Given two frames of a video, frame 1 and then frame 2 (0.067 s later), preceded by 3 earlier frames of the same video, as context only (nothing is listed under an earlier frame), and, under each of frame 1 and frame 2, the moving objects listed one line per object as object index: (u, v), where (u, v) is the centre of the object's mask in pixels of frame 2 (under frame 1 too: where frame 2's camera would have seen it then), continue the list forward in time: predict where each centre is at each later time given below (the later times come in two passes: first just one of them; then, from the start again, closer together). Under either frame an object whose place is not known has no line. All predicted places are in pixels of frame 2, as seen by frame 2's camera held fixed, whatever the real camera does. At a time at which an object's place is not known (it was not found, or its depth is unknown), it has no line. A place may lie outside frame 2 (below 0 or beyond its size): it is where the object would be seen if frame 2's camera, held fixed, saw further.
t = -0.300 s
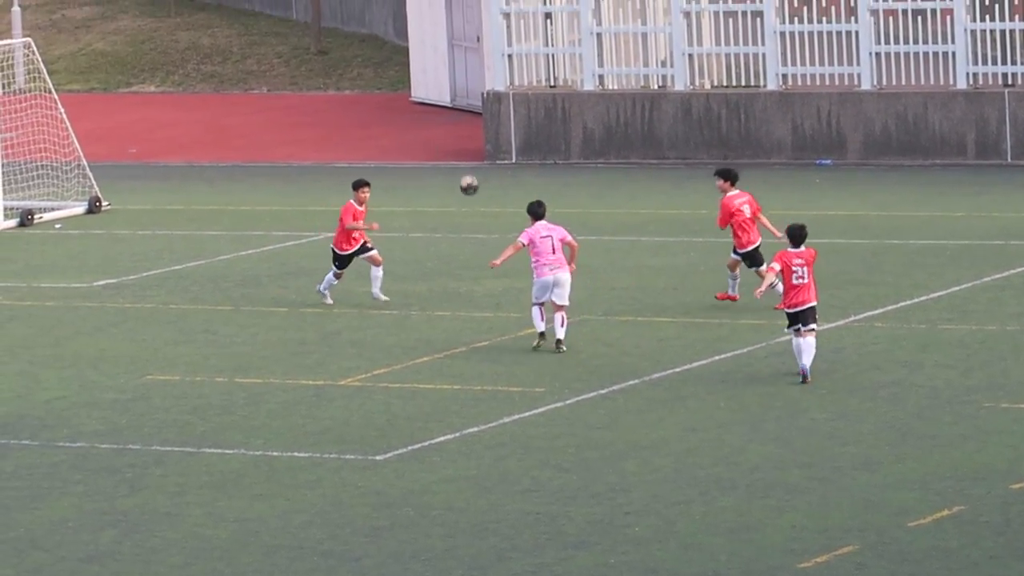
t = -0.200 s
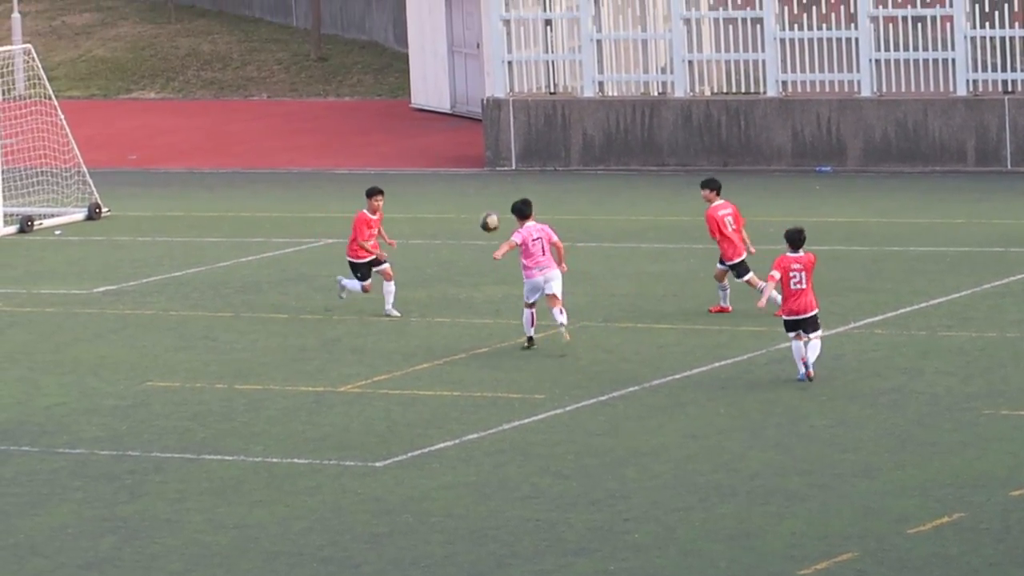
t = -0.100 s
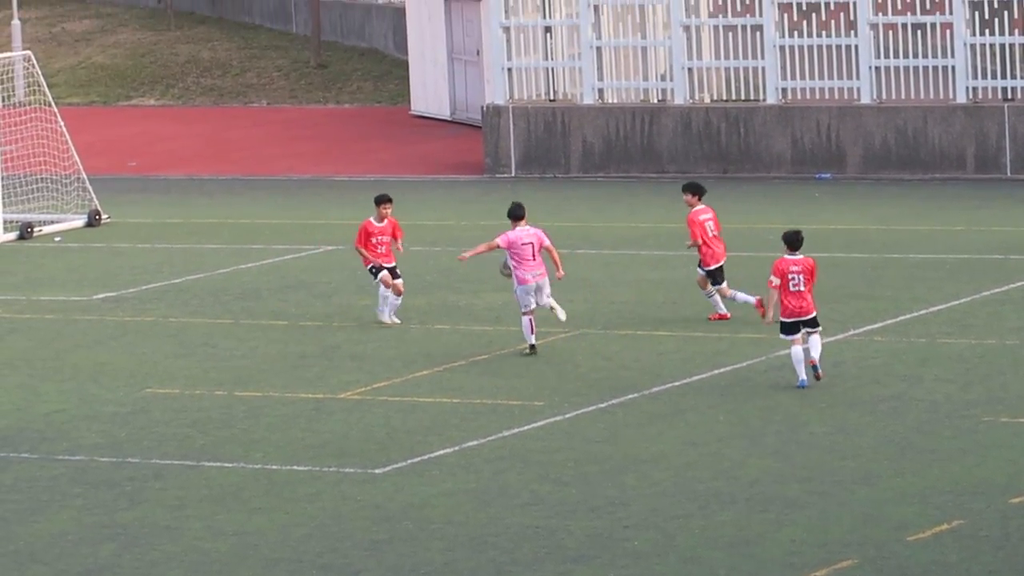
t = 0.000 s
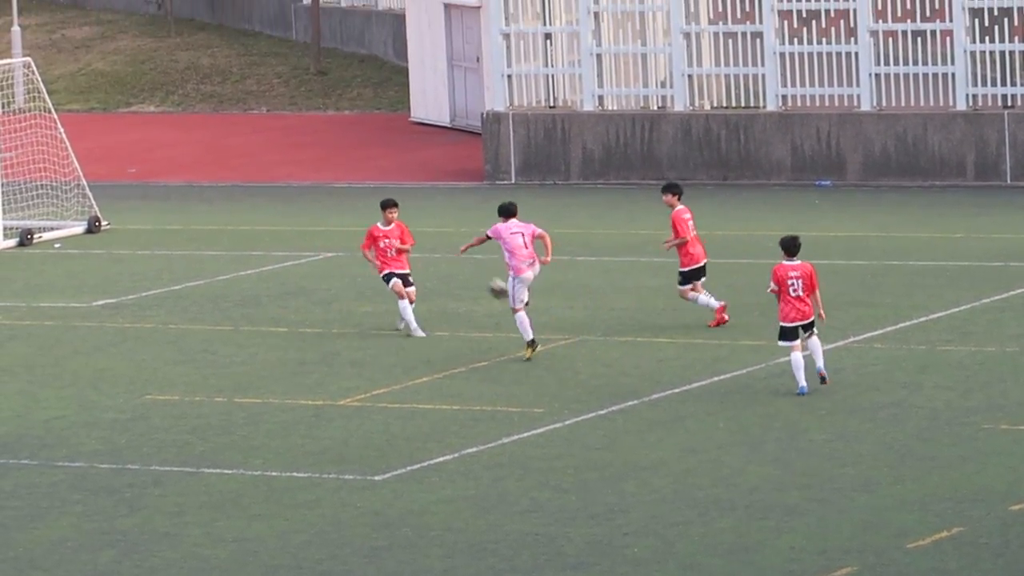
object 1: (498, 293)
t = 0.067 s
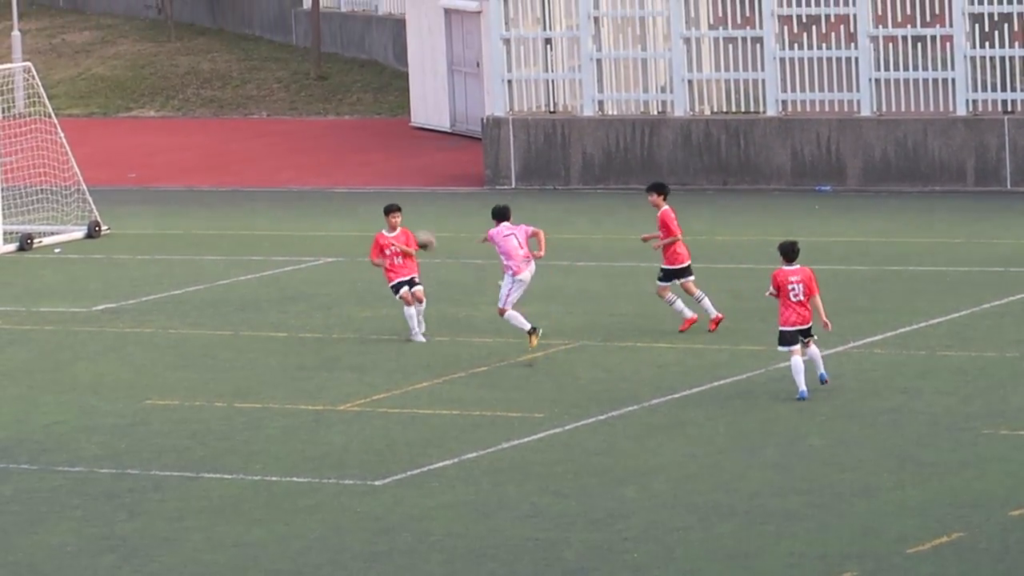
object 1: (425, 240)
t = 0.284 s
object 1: (199, 108)
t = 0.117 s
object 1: (372, 204)
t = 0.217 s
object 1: (266, 142)
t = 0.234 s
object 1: (249, 133)
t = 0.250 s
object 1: (232, 124)
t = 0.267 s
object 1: (215, 116)
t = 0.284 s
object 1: (199, 108)
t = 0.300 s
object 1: (182, 100)
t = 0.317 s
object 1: (165, 93)
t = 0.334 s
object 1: (149, 87)
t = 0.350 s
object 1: (132, 80)
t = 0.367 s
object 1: (117, 74)
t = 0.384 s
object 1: (101, 69)
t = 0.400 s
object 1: (85, 64)
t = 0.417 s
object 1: (69, 58)
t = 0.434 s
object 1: (52, 53)
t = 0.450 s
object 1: (36, 49)
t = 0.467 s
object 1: (20, 45)
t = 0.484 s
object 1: (4, 41)
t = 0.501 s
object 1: (-12, 36)
